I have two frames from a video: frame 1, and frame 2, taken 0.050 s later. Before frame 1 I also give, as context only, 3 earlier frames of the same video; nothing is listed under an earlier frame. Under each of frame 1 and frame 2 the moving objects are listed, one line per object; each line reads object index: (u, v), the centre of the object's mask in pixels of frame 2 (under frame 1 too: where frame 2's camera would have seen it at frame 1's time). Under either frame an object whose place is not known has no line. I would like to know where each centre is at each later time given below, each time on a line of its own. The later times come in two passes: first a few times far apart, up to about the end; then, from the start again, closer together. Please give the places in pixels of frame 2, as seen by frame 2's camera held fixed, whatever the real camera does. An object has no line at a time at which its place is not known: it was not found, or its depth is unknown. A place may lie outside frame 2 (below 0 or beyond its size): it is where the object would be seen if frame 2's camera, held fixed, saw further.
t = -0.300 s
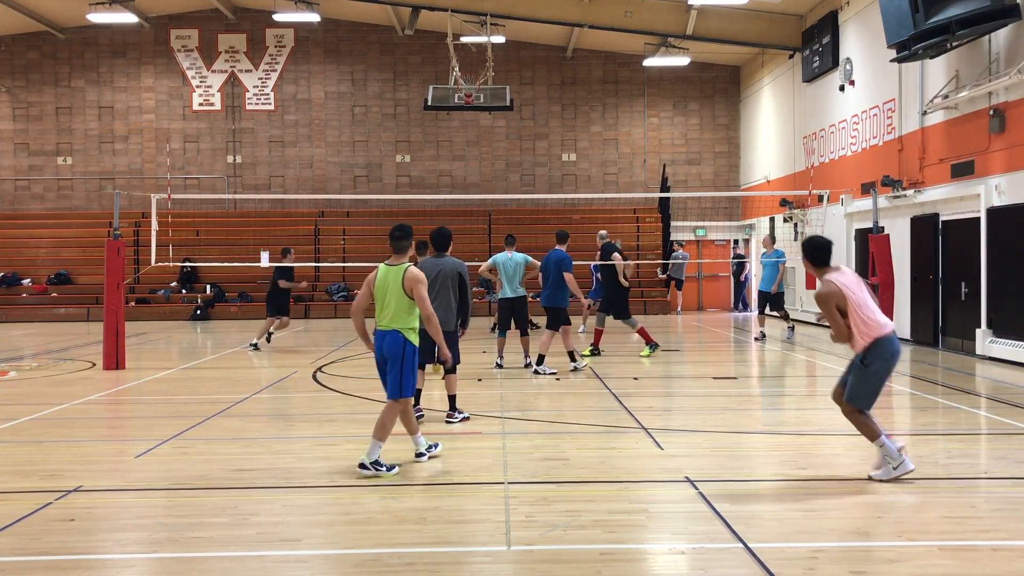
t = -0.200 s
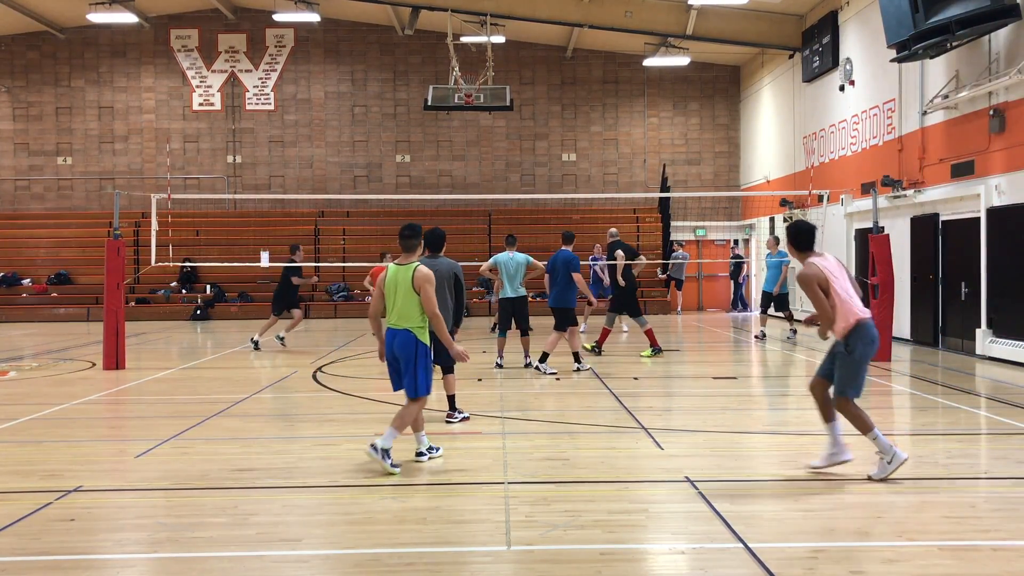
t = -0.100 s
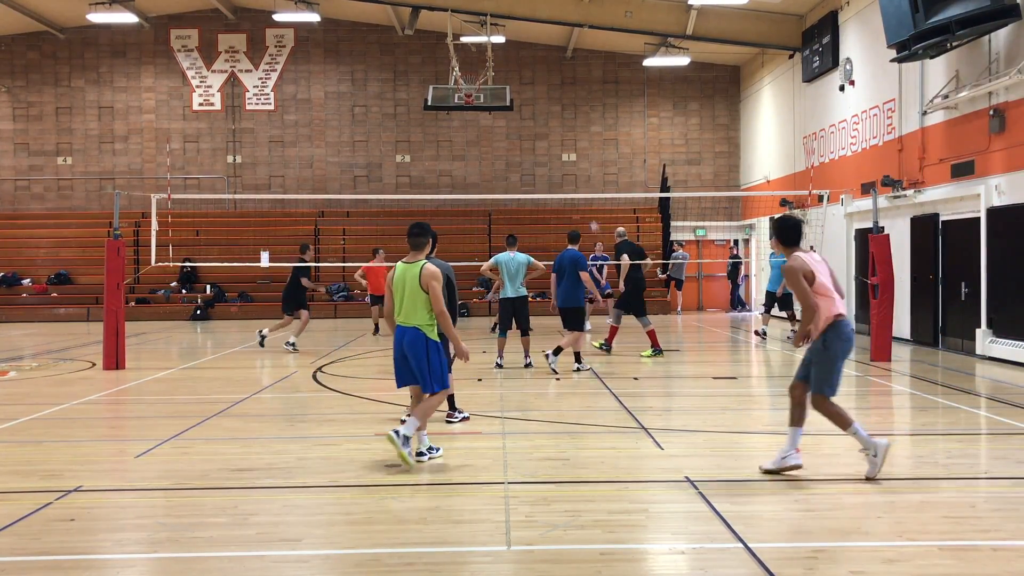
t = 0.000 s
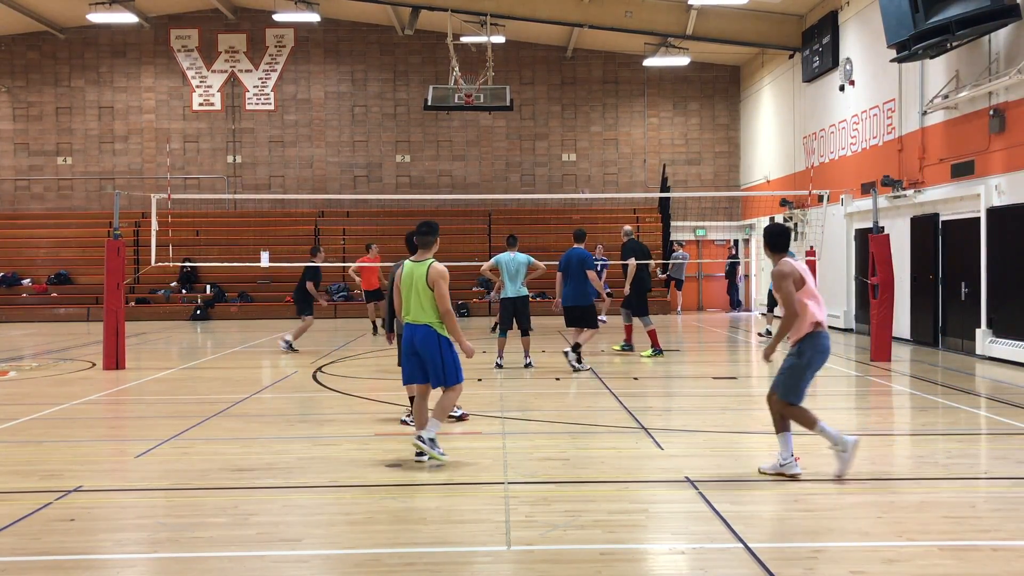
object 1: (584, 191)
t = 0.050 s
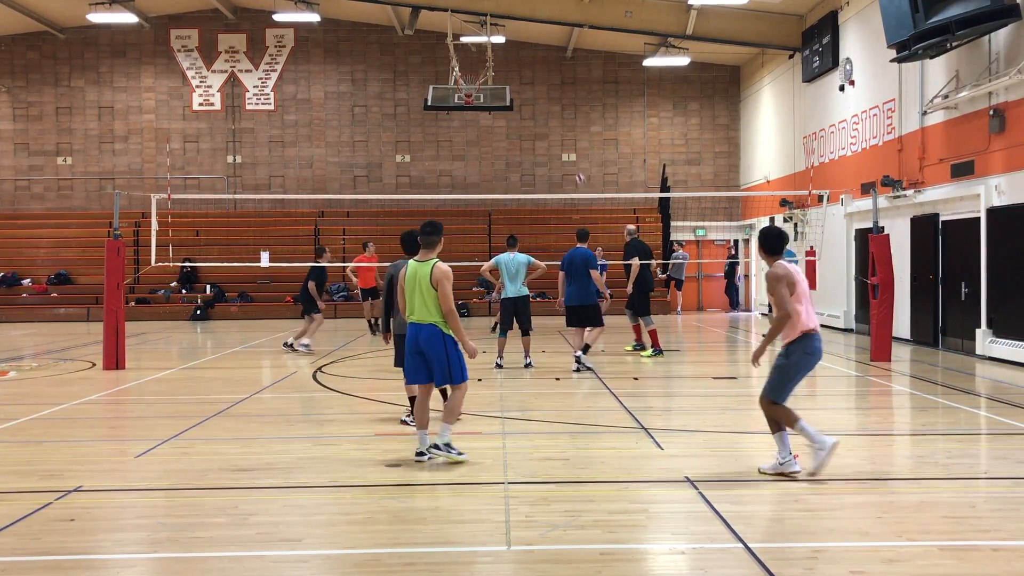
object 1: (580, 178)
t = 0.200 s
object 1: (566, 143)
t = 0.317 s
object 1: (554, 119)
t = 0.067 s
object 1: (578, 175)
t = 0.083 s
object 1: (577, 171)
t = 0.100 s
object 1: (576, 167)
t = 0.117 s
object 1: (574, 161)
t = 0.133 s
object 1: (572, 158)
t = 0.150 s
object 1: (569, 154)
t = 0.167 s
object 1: (568, 150)
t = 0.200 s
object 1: (566, 143)
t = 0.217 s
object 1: (564, 139)
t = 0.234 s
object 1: (562, 135)
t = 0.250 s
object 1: (561, 131)
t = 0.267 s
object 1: (559, 128)
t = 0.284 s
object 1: (558, 125)
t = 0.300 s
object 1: (556, 122)
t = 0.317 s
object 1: (554, 119)
